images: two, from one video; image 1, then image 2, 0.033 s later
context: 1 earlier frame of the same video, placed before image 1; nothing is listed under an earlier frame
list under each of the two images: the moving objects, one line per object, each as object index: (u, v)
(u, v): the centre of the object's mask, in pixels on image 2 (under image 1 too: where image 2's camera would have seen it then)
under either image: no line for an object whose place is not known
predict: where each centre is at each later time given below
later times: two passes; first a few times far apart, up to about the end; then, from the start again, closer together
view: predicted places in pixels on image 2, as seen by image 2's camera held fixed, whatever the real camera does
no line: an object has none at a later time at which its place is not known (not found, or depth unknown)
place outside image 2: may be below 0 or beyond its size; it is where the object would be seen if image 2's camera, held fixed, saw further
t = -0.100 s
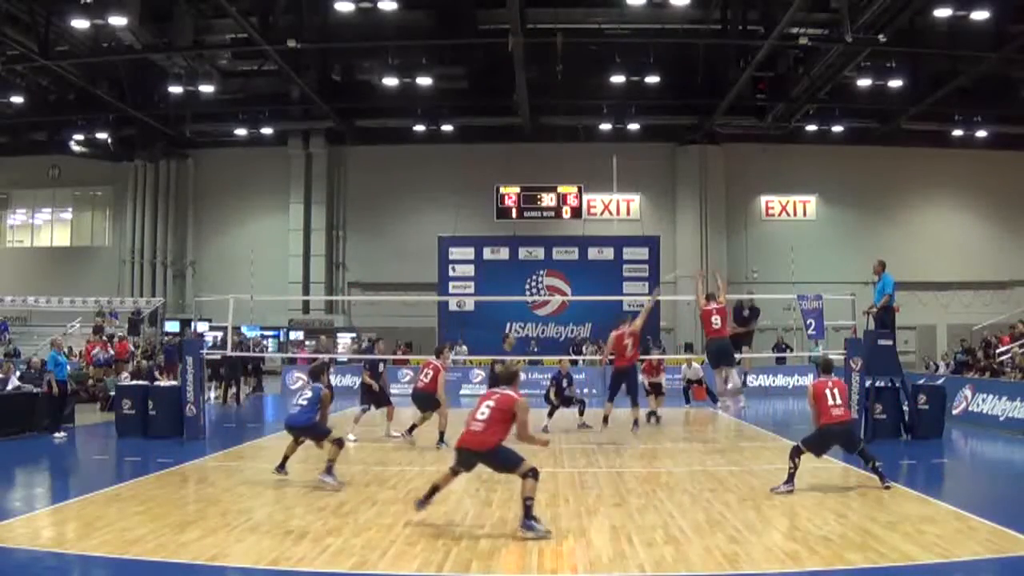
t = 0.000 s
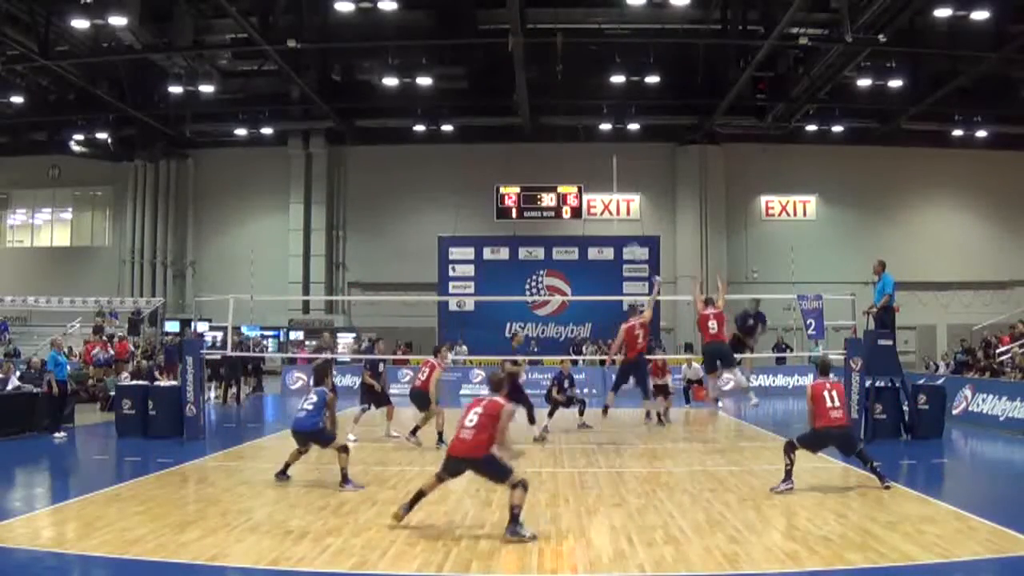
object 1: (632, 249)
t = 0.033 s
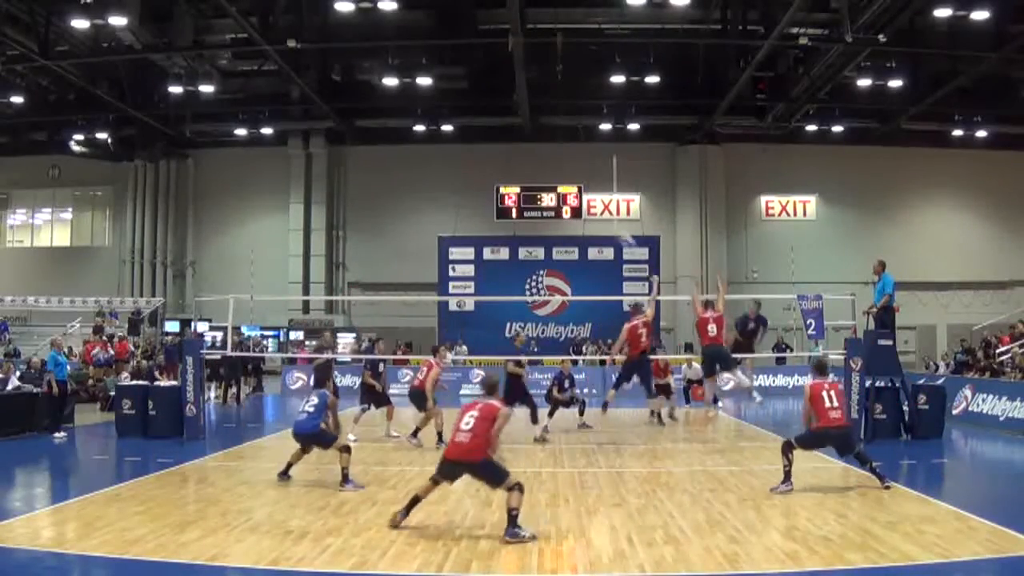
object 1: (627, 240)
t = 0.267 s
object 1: (548, 172)
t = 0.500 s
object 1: (463, 139)
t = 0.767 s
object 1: (354, 152)
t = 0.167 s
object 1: (584, 193)
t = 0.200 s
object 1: (570, 184)
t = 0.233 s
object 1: (559, 177)
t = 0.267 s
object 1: (548, 172)
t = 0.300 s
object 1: (536, 165)
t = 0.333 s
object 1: (524, 159)
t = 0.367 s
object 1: (512, 153)
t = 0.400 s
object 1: (500, 149)
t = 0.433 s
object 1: (487, 143)
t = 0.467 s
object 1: (474, 142)
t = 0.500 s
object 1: (463, 139)
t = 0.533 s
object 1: (451, 138)
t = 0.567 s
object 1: (436, 137)
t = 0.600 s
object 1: (423, 137)
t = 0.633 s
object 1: (409, 139)
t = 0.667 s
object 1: (395, 140)
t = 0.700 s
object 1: (382, 143)
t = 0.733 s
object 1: (368, 147)
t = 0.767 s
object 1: (354, 152)
